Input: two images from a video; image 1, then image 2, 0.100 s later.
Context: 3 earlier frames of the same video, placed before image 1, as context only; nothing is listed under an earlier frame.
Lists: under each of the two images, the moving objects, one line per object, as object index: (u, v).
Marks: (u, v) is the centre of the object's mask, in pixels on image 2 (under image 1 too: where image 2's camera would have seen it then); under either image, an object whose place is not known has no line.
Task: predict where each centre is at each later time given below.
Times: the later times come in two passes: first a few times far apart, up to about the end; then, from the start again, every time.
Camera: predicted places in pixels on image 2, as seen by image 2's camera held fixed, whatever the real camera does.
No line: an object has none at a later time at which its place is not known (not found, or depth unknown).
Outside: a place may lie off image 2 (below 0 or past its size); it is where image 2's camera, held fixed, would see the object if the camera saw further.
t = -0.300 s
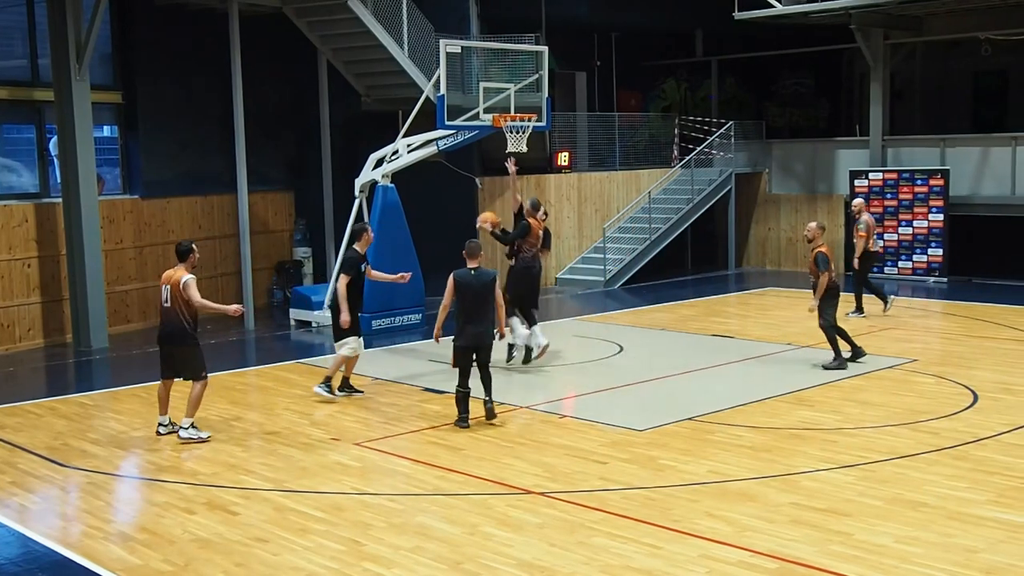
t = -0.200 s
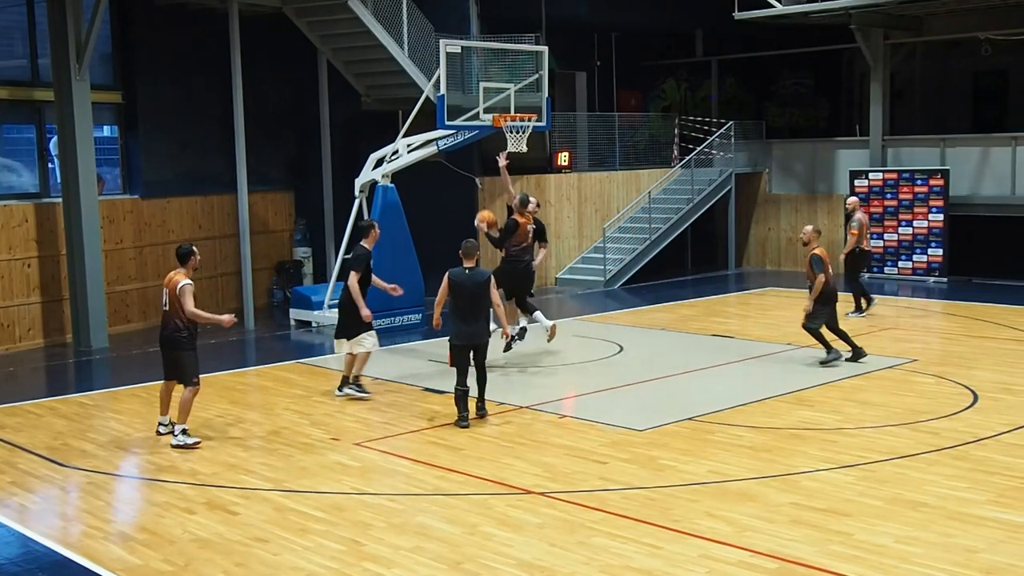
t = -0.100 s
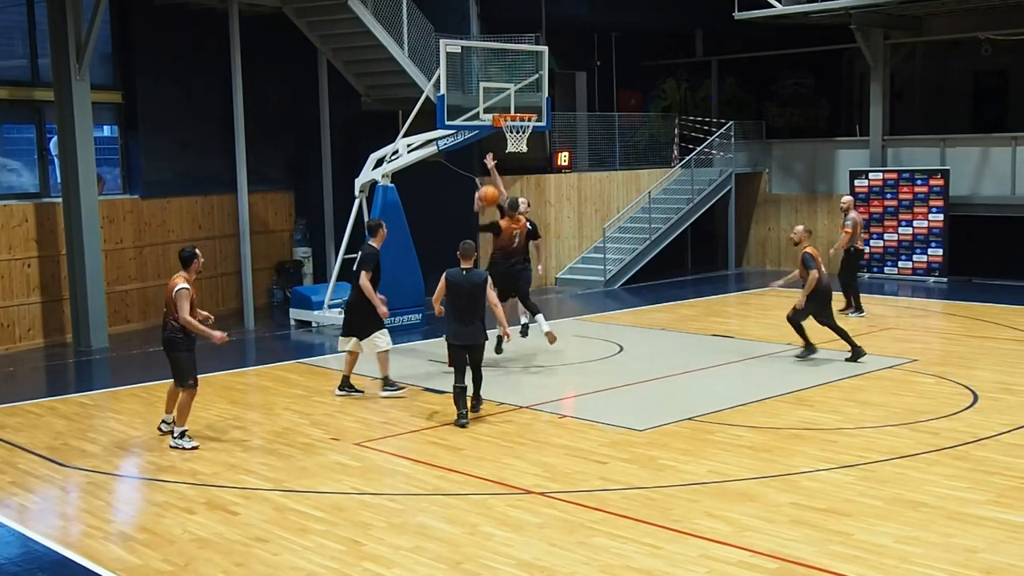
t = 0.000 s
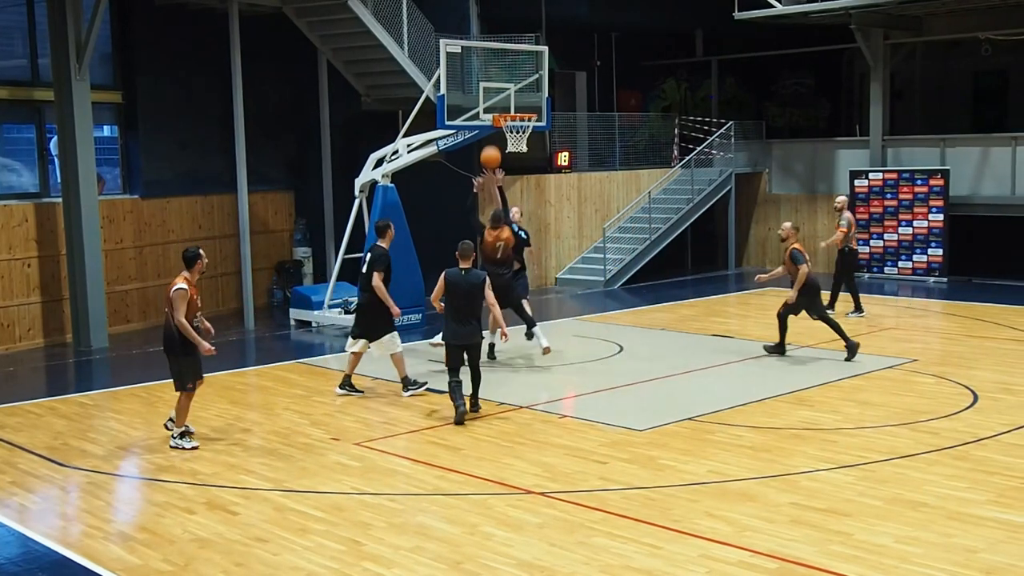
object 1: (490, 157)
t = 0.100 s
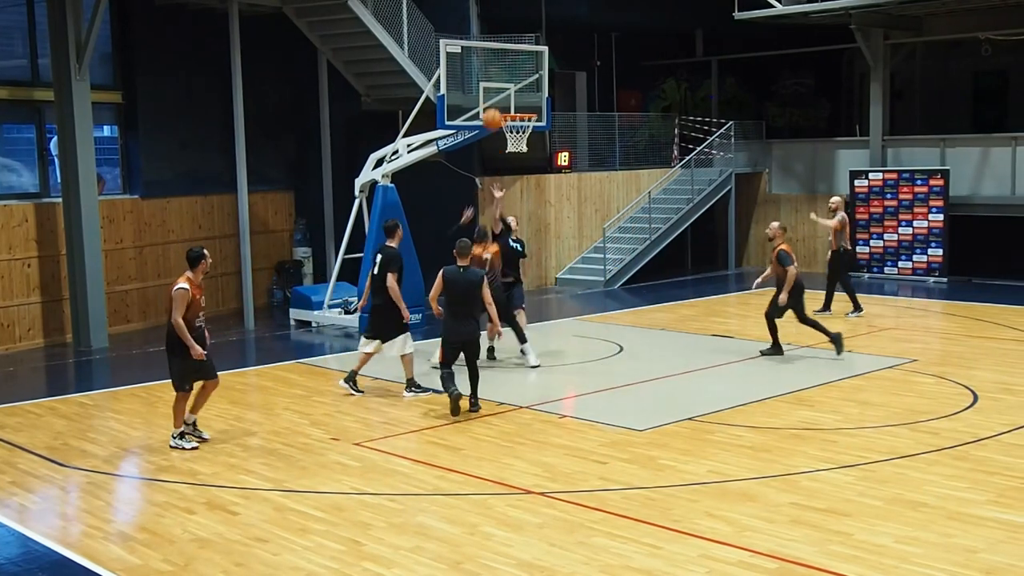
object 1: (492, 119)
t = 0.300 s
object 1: (496, 71)
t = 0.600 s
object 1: (514, 64)
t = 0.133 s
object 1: (493, 108)
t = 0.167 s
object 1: (493, 100)
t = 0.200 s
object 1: (494, 90)
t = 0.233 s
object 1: (495, 83)
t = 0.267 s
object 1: (495, 76)
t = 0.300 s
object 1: (496, 71)
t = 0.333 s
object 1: (496, 66)
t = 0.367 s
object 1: (497, 63)
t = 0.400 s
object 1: (498, 60)
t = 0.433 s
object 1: (499, 58)
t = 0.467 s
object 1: (500, 57)
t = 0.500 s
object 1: (501, 57)
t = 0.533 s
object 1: (505, 58)
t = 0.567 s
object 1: (510, 61)
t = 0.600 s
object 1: (514, 64)
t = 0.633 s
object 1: (519, 68)
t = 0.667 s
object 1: (523, 73)
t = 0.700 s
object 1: (529, 80)
